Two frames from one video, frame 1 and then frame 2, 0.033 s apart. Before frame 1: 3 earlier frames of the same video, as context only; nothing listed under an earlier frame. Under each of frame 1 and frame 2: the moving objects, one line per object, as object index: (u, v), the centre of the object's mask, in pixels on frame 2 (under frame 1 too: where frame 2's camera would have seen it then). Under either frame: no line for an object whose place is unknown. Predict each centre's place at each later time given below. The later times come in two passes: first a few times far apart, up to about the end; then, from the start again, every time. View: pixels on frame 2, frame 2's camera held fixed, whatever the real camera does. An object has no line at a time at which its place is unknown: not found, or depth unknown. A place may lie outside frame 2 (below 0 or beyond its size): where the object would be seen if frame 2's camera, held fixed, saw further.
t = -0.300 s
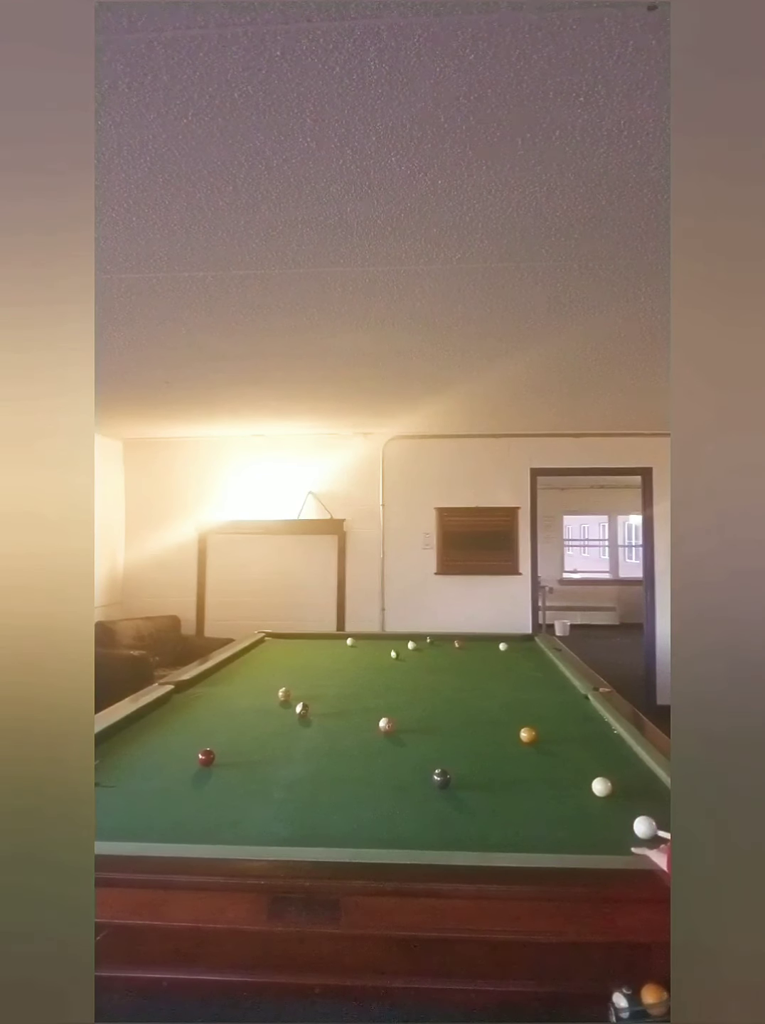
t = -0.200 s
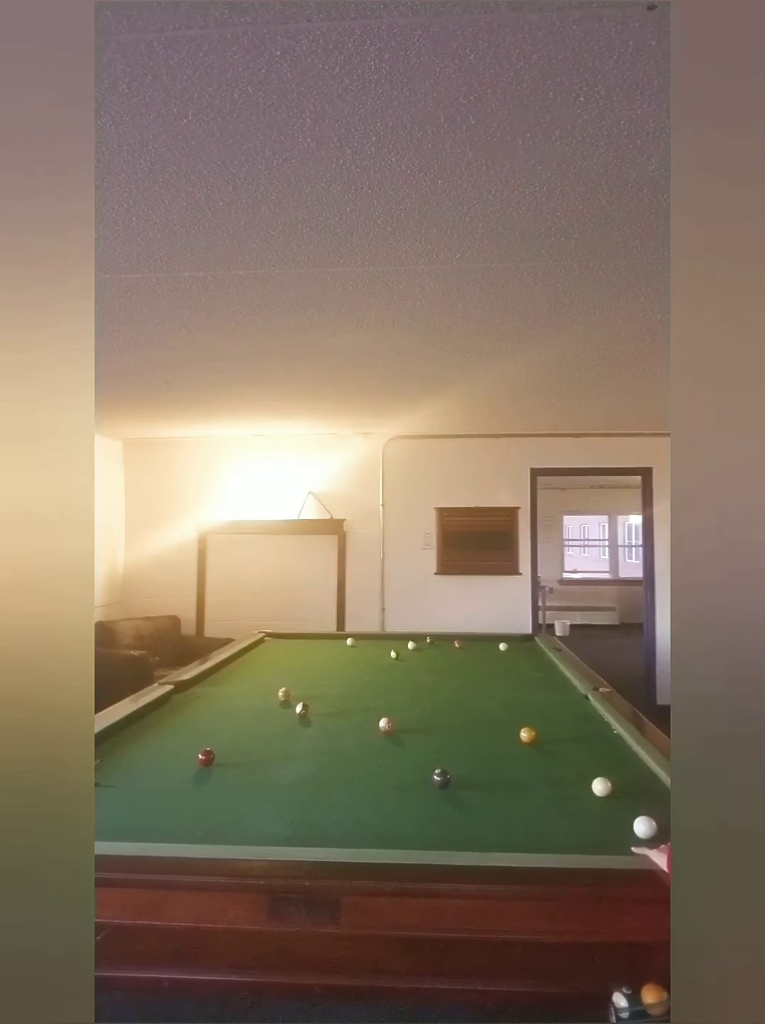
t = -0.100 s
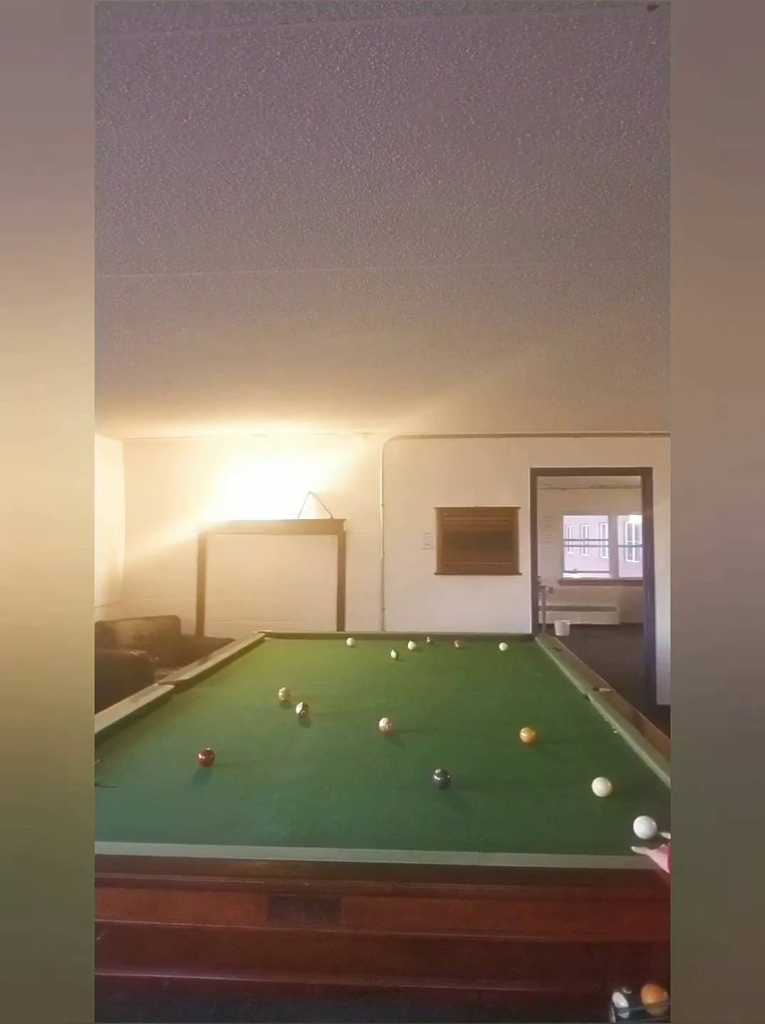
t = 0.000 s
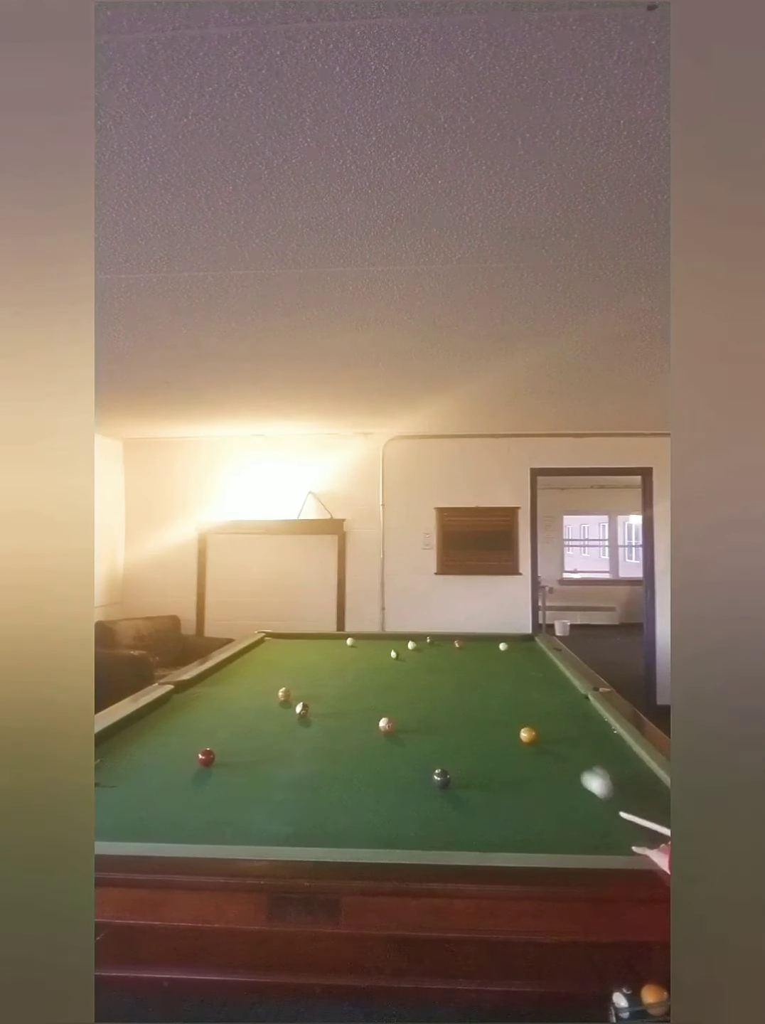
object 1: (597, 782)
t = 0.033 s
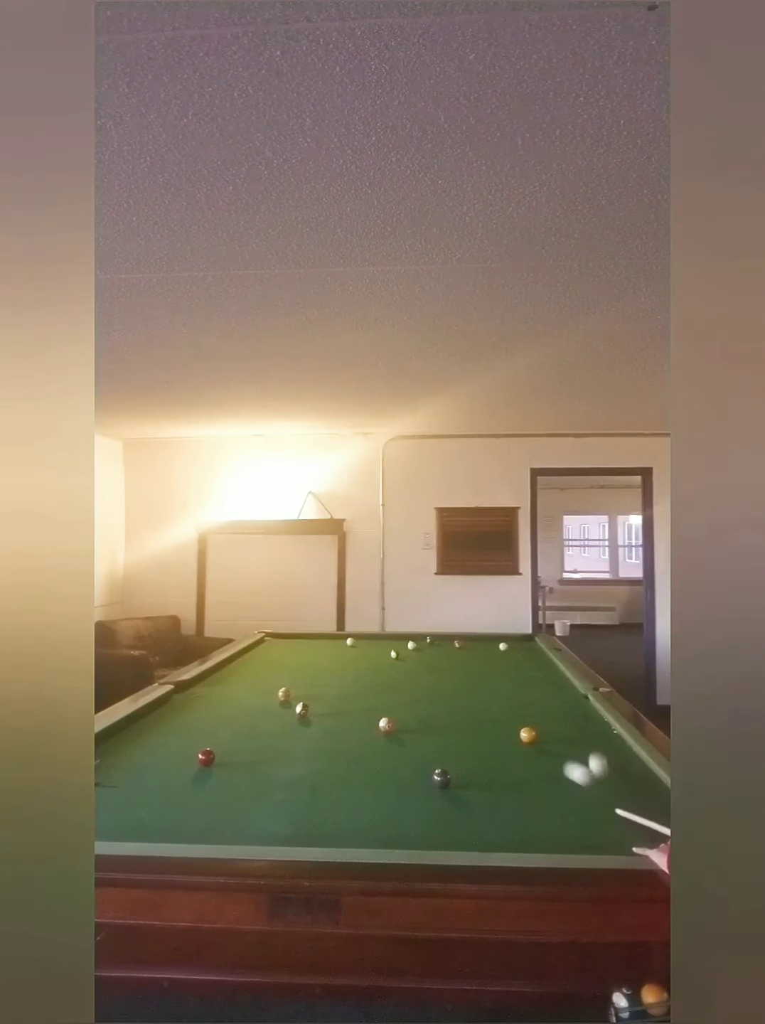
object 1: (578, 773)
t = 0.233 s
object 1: (488, 761)
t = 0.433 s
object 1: (424, 748)
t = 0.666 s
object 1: (362, 731)
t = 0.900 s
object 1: (310, 718)
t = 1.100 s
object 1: (272, 707)
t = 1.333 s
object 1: (233, 697)
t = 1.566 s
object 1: (201, 687)
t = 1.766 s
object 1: (189, 685)
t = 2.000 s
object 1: (202, 691)
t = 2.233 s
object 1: (214, 696)
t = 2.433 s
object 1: (226, 701)
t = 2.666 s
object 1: (240, 707)
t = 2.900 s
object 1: (254, 713)
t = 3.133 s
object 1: (269, 719)
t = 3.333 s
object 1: (281, 725)
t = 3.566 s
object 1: (295, 731)
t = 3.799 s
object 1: (310, 737)
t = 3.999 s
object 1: (323, 742)
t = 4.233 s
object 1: (337, 748)
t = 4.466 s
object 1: (351, 754)
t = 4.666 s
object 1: (363, 759)
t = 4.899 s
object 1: (376, 764)
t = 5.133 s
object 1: (388, 769)
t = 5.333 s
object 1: (398, 773)
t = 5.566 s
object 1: (408, 778)
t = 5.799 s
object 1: (417, 783)
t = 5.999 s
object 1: (425, 786)
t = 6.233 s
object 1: (432, 789)
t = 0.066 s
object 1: (561, 767)
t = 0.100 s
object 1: (544, 764)
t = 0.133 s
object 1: (528, 765)
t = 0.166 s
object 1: (513, 769)
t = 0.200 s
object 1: (500, 765)
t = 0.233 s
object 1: (488, 761)
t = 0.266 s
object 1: (476, 761)
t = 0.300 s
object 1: (465, 758)
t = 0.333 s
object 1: (454, 755)
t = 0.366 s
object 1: (444, 753)
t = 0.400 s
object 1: (434, 750)
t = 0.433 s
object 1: (424, 748)
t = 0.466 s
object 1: (414, 745)
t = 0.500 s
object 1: (405, 743)
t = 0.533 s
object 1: (396, 741)
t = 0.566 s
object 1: (387, 738)
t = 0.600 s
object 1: (378, 736)
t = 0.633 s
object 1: (370, 733)
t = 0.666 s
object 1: (362, 731)
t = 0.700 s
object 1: (354, 729)
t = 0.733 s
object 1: (346, 727)
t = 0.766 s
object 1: (339, 725)
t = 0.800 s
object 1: (331, 723)
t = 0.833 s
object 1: (324, 721)
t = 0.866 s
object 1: (317, 719)
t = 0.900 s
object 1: (310, 718)
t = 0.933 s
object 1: (304, 716)
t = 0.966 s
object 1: (297, 714)
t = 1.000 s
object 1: (290, 712)
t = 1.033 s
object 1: (284, 710)
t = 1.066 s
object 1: (278, 709)
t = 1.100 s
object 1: (272, 707)
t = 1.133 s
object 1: (266, 706)
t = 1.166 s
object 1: (260, 704)
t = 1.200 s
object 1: (255, 703)
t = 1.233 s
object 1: (249, 701)
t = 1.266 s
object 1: (244, 699)
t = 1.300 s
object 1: (239, 698)
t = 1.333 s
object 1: (233, 697)
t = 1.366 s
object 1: (228, 695)
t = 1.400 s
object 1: (224, 694)
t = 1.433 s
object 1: (219, 692)
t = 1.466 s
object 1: (214, 691)
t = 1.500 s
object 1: (210, 690)
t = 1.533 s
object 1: (205, 688)
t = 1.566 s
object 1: (201, 687)
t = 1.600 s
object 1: (196, 686)
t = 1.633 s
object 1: (192, 685)
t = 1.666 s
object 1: (188, 684)
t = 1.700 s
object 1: (185, 683)
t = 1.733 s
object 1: (186, 684)
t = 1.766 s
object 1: (189, 685)
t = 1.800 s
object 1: (191, 685)
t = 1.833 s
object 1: (192, 686)
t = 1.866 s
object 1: (194, 687)
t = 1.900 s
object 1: (196, 688)
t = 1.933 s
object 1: (198, 689)
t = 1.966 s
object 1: (200, 690)
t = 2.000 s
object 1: (202, 691)
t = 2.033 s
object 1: (203, 692)
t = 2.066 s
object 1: (205, 693)
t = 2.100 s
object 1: (207, 693)
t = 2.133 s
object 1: (209, 694)
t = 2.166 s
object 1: (211, 695)
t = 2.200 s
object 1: (213, 695)
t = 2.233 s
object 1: (214, 696)
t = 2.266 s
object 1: (216, 697)
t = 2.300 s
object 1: (218, 698)
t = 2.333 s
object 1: (220, 699)
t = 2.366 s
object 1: (222, 699)
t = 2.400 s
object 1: (224, 700)
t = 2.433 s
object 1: (226, 701)
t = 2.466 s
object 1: (228, 702)
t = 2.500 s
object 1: (230, 703)
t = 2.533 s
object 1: (232, 704)
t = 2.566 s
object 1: (234, 705)
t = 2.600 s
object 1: (236, 706)
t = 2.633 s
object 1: (238, 706)
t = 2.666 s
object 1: (240, 707)
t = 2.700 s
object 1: (242, 708)
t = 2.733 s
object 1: (244, 709)
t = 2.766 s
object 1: (246, 710)
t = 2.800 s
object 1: (248, 711)
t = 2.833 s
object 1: (250, 712)
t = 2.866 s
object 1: (252, 712)
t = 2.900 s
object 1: (254, 713)
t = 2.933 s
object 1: (256, 714)
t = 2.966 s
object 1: (258, 715)
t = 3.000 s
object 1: (260, 716)
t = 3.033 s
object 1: (262, 717)
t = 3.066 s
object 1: (264, 718)
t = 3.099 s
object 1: (266, 719)
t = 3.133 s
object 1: (269, 719)
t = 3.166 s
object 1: (271, 720)
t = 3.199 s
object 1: (273, 721)
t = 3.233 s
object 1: (274, 722)
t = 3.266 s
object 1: (277, 723)
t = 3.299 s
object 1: (279, 724)
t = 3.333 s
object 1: (281, 725)
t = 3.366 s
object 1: (283, 725)
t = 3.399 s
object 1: (285, 726)
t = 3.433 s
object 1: (287, 727)
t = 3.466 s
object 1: (289, 728)
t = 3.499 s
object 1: (292, 729)
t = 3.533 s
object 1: (293, 730)
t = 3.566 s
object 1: (295, 731)
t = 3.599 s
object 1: (298, 731)
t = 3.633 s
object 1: (300, 732)
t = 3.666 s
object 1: (302, 733)
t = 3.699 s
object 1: (304, 734)
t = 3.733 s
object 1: (306, 735)
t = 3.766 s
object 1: (308, 736)
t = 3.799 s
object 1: (310, 737)
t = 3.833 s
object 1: (312, 738)
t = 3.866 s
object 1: (314, 739)
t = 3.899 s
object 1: (316, 740)
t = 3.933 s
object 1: (318, 740)
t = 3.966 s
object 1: (320, 741)
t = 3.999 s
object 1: (323, 742)
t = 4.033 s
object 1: (325, 743)
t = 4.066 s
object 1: (326, 744)
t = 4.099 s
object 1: (329, 745)
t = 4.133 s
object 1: (331, 745)
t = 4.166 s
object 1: (333, 746)
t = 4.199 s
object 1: (335, 747)
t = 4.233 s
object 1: (337, 748)
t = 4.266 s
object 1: (339, 749)
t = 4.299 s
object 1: (341, 750)
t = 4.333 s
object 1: (343, 750)
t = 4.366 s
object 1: (345, 751)
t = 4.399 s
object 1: (347, 752)
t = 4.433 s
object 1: (349, 753)
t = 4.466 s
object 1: (351, 754)
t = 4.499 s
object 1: (353, 754)
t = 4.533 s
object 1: (355, 755)
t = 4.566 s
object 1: (357, 756)
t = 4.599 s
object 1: (359, 757)
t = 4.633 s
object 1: (361, 758)
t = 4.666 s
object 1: (363, 759)
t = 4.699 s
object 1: (365, 759)
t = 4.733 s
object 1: (366, 760)
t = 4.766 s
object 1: (368, 761)
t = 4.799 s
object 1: (370, 762)
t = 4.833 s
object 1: (372, 762)
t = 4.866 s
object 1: (374, 763)
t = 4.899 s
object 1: (376, 764)
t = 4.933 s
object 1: (377, 765)
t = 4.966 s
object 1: (379, 765)
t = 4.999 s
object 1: (381, 766)
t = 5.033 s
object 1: (383, 767)
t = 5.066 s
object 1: (385, 768)
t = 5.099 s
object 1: (386, 768)
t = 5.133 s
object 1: (388, 769)
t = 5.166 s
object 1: (390, 770)
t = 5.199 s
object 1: (391, 770)
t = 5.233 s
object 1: (393, 771)
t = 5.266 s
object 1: (395, 772)
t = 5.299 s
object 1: (396, 773)
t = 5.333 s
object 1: (398, 773)
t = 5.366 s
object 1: (399, 774)
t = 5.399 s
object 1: (401, 775)
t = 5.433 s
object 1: (402, 775)
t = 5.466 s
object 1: (404, 776)
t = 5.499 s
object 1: (405, 777)
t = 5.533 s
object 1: (406, 778)
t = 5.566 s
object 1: (408, 778)
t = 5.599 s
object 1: (409, 779)
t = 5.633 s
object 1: (411, 780)
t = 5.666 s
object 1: (412, 780)
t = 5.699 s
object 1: (413, 781)
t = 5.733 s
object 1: (415, 781)
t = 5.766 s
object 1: (416, 782)
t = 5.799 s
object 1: (417, 783)
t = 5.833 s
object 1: (419, 783)
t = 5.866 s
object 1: (420, 784)
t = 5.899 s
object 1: (421, 784)
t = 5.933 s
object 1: (422, 785)
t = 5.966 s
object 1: (424, 786)
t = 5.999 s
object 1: (425, 786)
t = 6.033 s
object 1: (426, 787)
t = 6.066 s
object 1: (427, 787)
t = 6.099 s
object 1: (428, 788)
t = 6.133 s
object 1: (429, 788)
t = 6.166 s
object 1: (430, 788)
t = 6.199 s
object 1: (431, 789)
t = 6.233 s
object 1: (432, 789)
